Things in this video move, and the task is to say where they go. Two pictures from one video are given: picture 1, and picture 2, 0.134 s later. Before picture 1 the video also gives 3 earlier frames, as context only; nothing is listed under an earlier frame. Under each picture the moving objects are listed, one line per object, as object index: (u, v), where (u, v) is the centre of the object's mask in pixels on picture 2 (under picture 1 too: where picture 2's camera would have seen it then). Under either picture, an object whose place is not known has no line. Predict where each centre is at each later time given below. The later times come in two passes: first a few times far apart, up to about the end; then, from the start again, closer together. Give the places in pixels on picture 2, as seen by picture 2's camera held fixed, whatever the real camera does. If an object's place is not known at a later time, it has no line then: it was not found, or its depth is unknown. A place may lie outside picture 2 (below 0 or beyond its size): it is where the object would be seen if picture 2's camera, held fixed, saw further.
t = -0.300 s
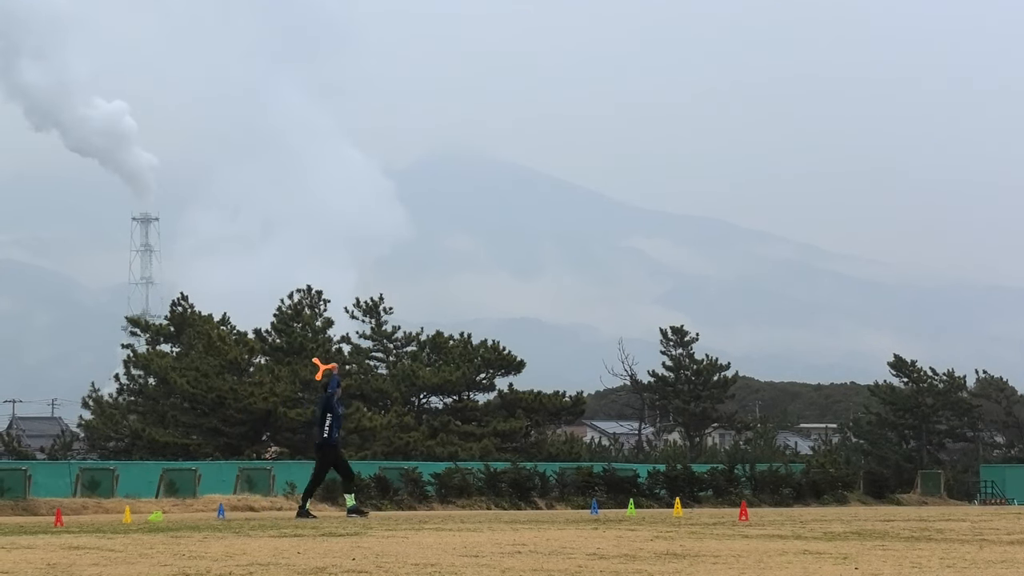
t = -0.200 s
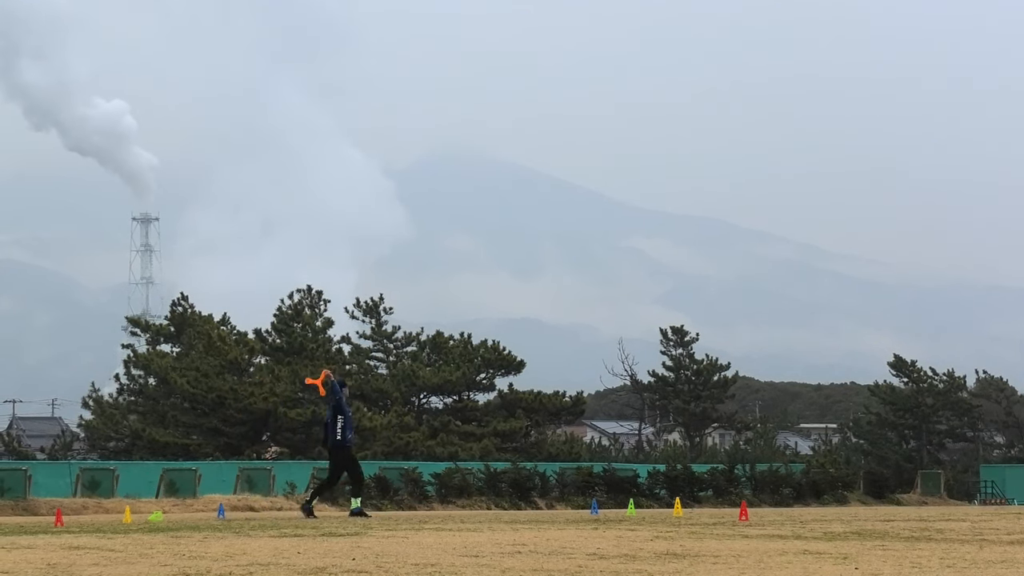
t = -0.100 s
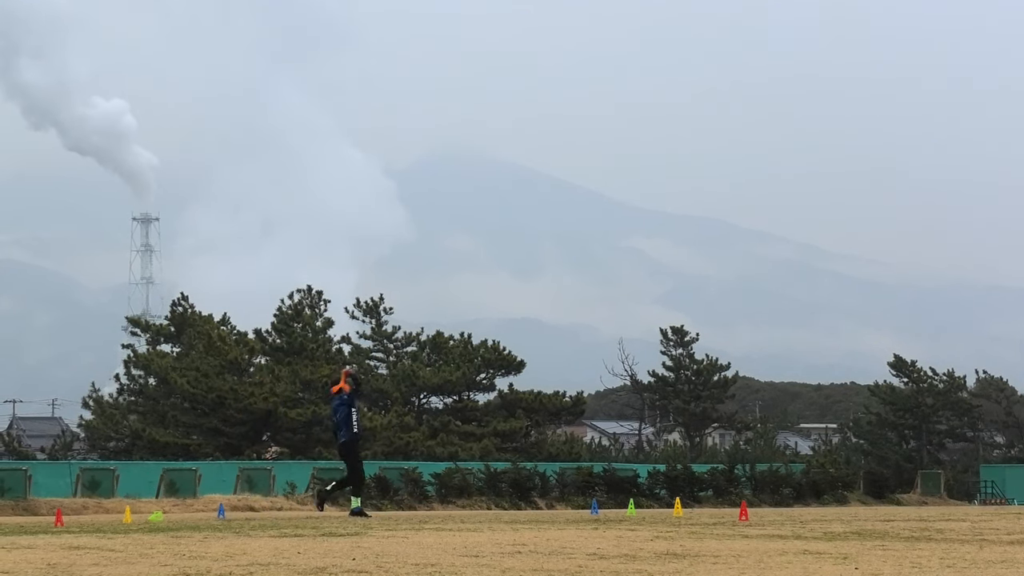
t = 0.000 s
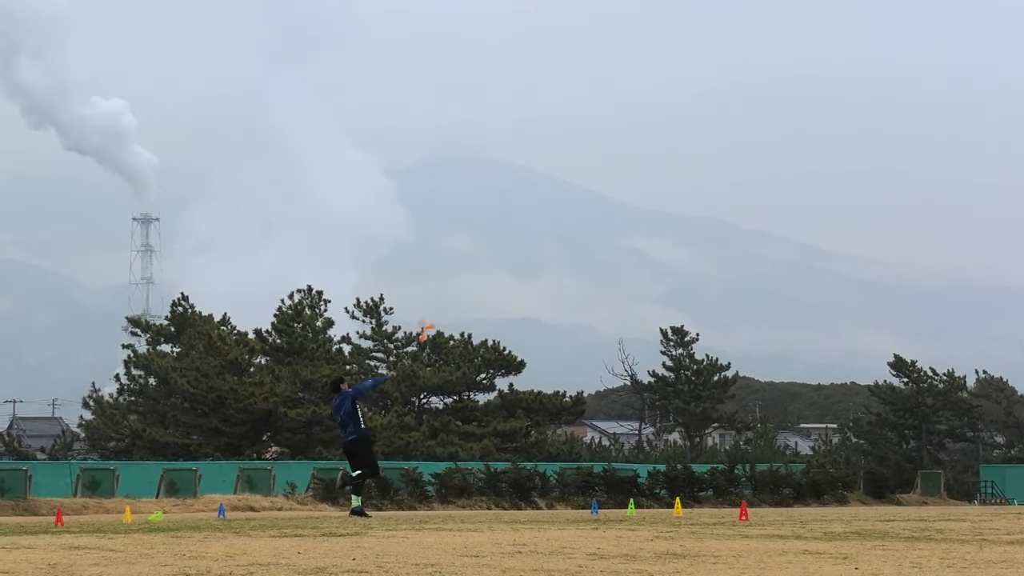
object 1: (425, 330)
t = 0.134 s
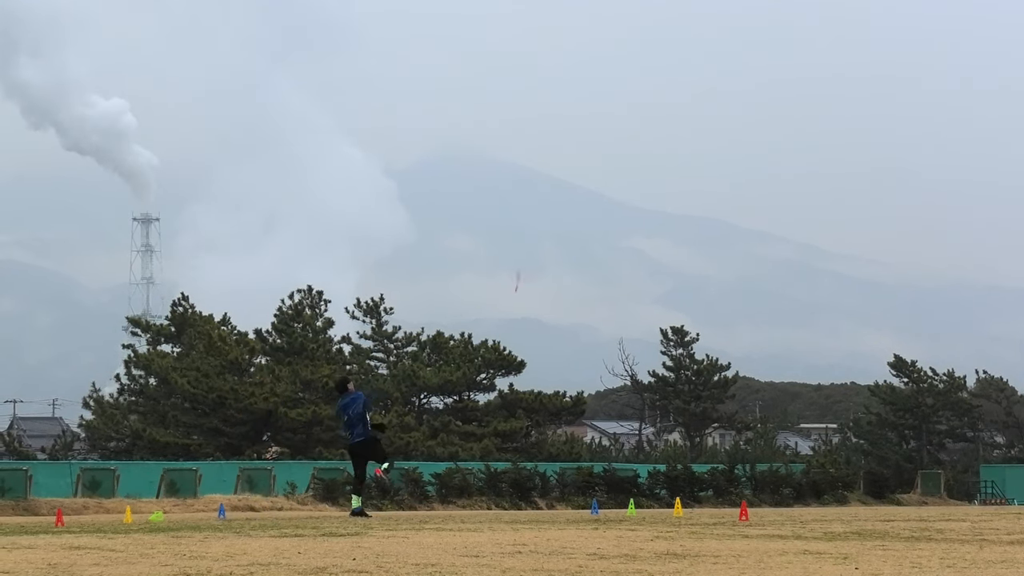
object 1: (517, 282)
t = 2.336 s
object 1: (29, 228)
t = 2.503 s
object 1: (46, 245)
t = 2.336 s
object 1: (29, 228)
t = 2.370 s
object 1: (33, 231)
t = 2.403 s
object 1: (35, 235)
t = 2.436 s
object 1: (39, 238)
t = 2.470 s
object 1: (43, 242)
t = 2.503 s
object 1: (46, 245)
